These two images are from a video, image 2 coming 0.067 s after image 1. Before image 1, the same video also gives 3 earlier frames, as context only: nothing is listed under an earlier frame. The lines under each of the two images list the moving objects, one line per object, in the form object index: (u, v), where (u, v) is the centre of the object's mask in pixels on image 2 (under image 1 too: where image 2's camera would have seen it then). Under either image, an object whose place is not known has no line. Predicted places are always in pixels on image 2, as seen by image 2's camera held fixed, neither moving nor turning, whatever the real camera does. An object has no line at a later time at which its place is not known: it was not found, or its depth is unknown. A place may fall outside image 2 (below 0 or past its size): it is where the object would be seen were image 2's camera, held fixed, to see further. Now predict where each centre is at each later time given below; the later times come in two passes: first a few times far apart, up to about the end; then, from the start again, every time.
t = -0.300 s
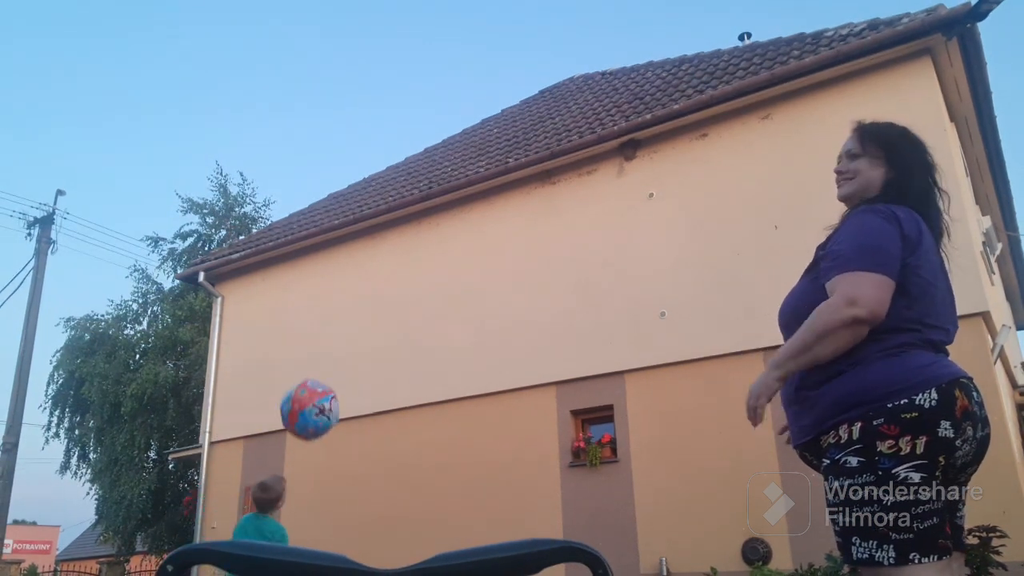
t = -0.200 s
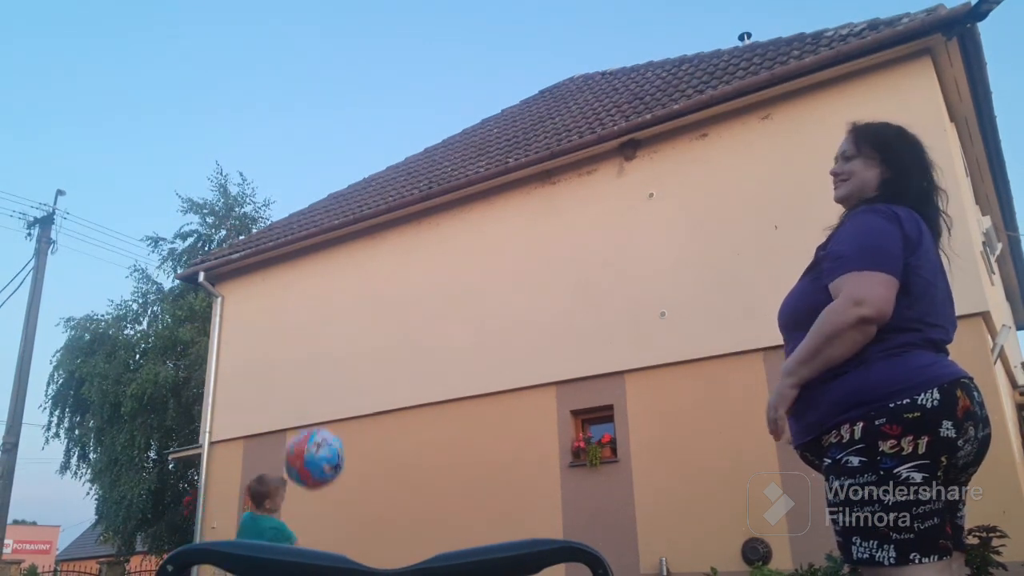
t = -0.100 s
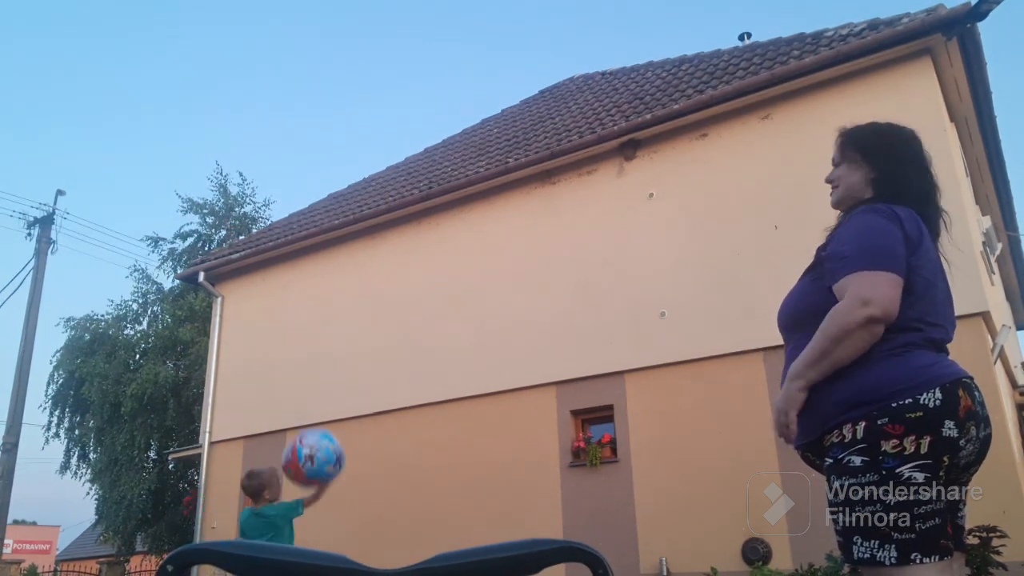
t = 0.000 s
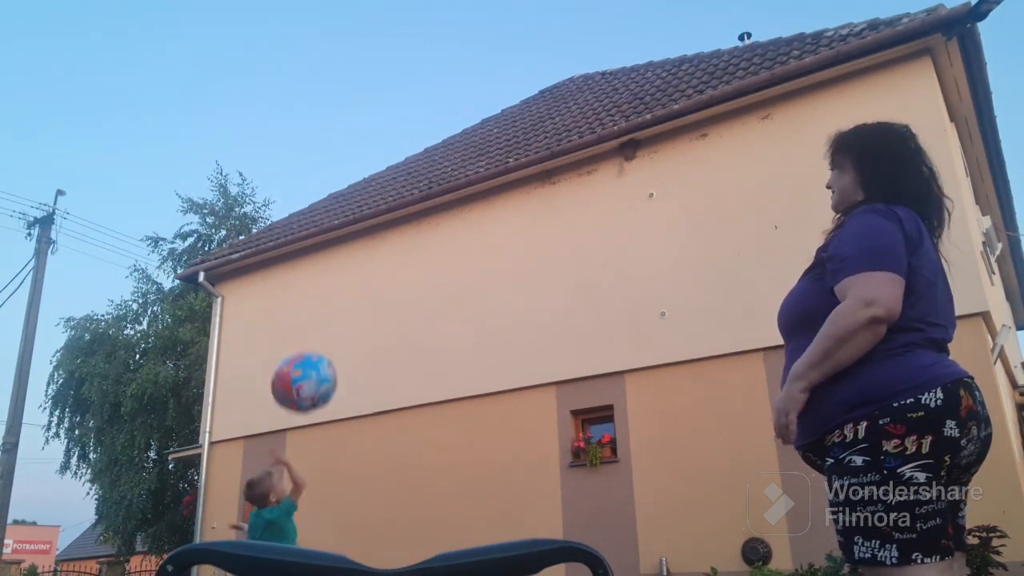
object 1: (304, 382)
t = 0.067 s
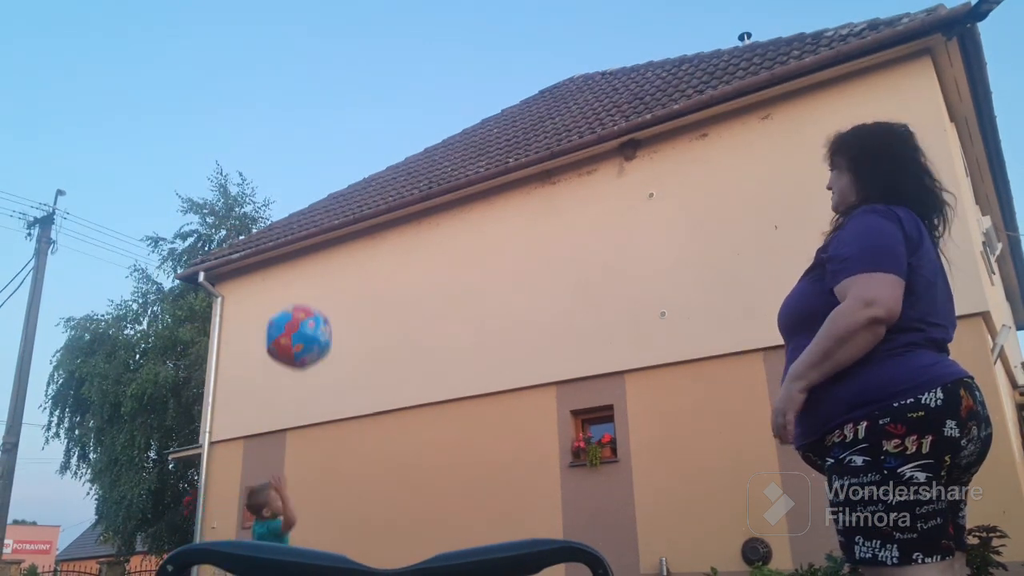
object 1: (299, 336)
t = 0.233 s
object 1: (282, 247)
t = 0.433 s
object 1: (260, 201)
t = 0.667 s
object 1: (224, 250)
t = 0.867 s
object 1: (168, 474)
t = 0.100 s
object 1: (296, 316)
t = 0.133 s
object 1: (292, 296)
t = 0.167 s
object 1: (289, 277)
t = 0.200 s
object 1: (285, 261)
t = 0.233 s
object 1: (282, 247)
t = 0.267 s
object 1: (279, 235)
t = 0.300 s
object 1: (275, 225)
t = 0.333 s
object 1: (271, 216)
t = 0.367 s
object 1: (267, 209)
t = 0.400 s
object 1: (264, 204)
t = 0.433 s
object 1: (260, 201)
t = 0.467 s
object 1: (256, 200)
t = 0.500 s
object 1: (251, 201)
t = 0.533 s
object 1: (247, 205)
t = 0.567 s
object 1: (242, 211)
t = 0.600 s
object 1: (237, 220)
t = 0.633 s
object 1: (231, 233)
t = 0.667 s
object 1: (224, 250)
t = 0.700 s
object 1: (217, 270)
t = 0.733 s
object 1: (209, 296)
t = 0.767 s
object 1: (199, 328)
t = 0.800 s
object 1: (188, 367)
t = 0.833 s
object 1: (177, 418)
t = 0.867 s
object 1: (168, 474)
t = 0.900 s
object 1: (151, 515)
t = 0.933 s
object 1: (139, 550)
